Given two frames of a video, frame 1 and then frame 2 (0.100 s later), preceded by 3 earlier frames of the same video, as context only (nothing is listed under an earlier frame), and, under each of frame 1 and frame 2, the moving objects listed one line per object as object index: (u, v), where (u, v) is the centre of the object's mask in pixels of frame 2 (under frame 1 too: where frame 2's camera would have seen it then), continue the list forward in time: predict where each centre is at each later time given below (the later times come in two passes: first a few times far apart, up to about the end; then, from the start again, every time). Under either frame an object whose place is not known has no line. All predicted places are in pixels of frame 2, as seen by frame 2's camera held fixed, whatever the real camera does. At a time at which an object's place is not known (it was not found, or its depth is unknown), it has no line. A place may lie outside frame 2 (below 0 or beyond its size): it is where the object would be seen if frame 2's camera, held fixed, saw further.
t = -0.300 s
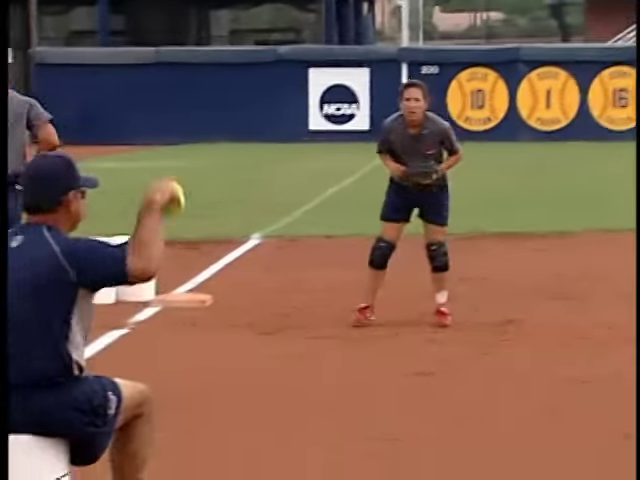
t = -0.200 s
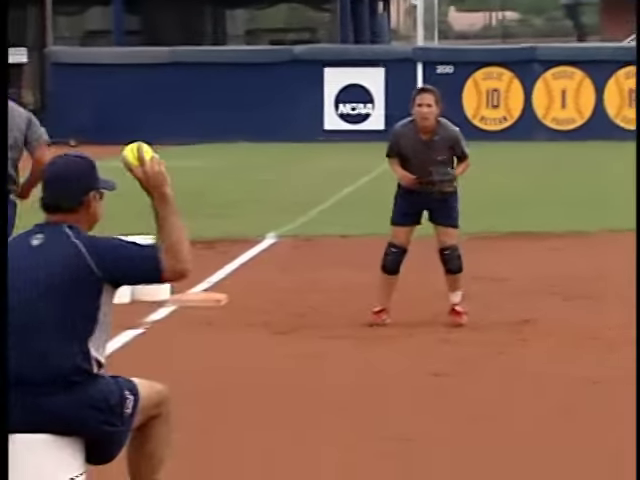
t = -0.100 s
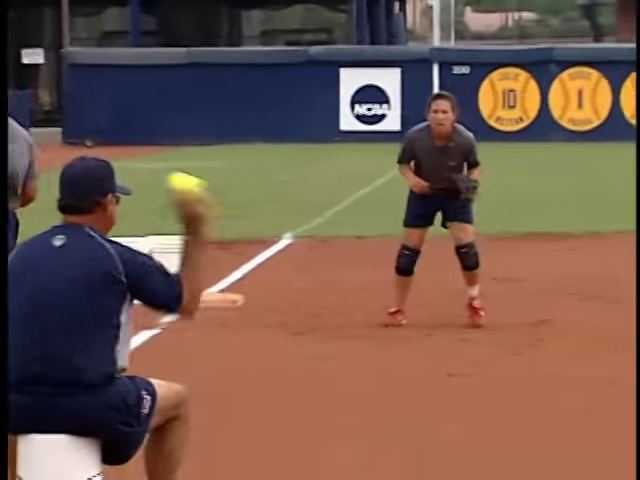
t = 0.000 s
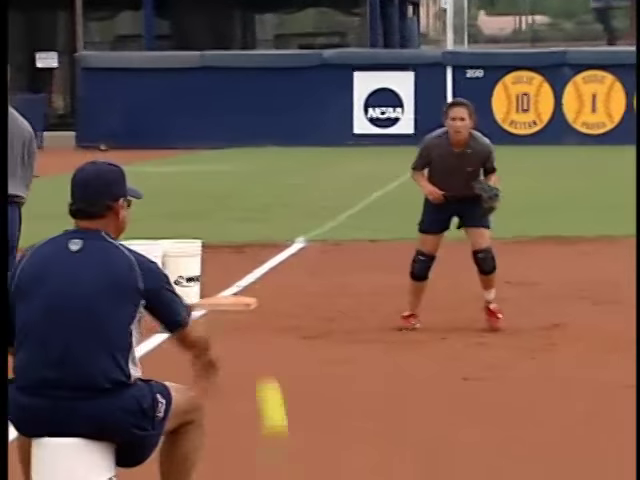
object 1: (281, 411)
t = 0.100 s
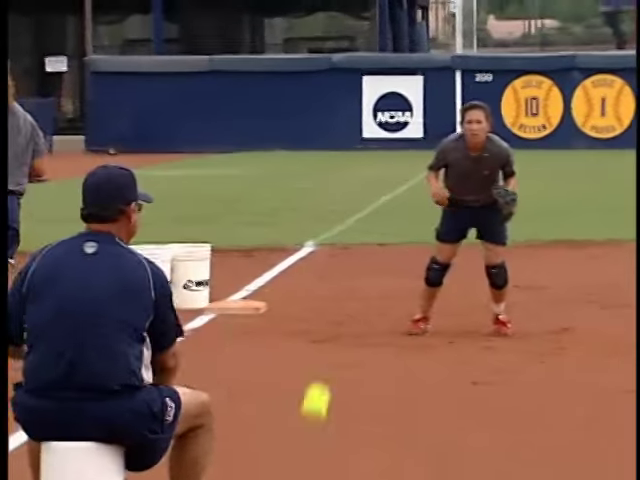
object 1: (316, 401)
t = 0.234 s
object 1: (353, 246)
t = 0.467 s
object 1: (411, 117)
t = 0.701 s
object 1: (463, 130)
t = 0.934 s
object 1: (511, 260)
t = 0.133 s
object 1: (325, 356)
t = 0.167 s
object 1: (335, 316)
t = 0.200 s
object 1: (344, 280)
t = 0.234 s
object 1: (353, 246)
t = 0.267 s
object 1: (362, 217)
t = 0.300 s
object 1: (371, 192)
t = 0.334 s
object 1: (379, 171)
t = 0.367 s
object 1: (387, 152)
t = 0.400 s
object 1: (395, 138)
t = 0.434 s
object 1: (403, 125)
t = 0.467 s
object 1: (411, 117)
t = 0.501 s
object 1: (419, 110)
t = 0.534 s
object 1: (428, 107)
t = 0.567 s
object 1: (435, 107)
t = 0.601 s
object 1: (441, 109)
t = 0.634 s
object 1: (449, 113)
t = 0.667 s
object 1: (456, 120)
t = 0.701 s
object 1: (463, 130)
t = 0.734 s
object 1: (471, 141)
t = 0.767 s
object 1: (478, 155)
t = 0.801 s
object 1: (486, 172)
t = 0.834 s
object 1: (492, 191)
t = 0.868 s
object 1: (499, 212)
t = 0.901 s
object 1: (505, 234)
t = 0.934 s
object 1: (511, 260)
